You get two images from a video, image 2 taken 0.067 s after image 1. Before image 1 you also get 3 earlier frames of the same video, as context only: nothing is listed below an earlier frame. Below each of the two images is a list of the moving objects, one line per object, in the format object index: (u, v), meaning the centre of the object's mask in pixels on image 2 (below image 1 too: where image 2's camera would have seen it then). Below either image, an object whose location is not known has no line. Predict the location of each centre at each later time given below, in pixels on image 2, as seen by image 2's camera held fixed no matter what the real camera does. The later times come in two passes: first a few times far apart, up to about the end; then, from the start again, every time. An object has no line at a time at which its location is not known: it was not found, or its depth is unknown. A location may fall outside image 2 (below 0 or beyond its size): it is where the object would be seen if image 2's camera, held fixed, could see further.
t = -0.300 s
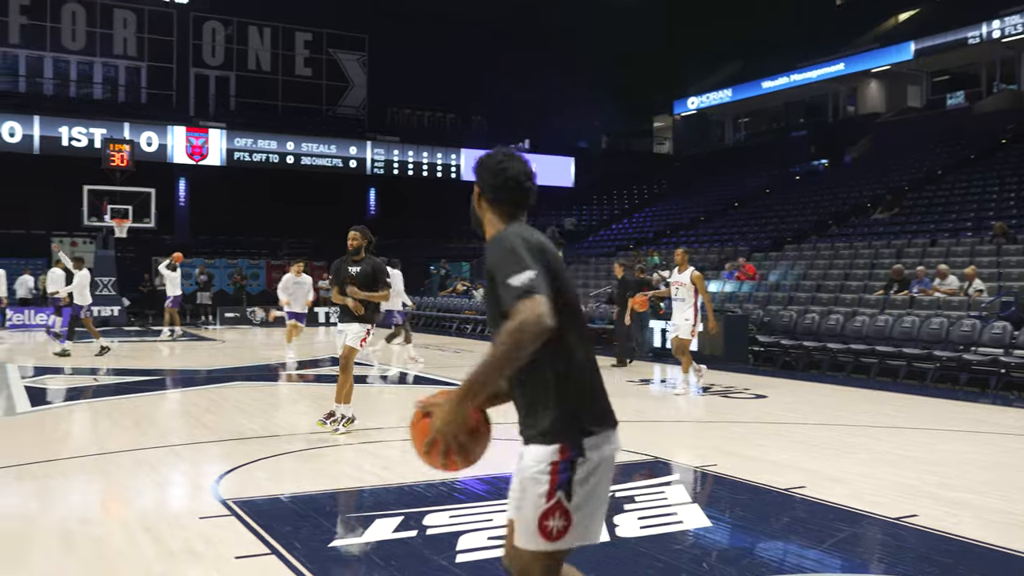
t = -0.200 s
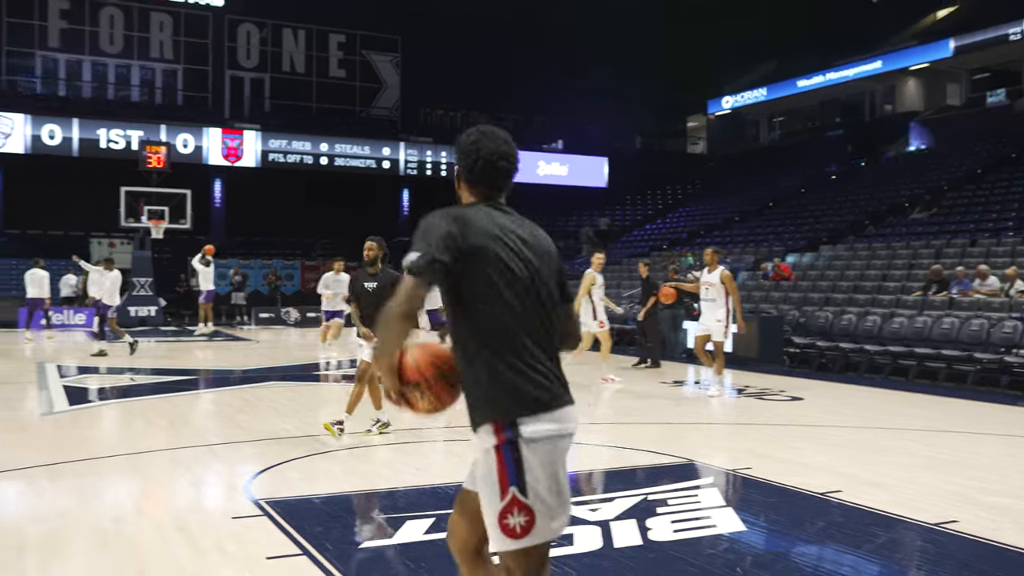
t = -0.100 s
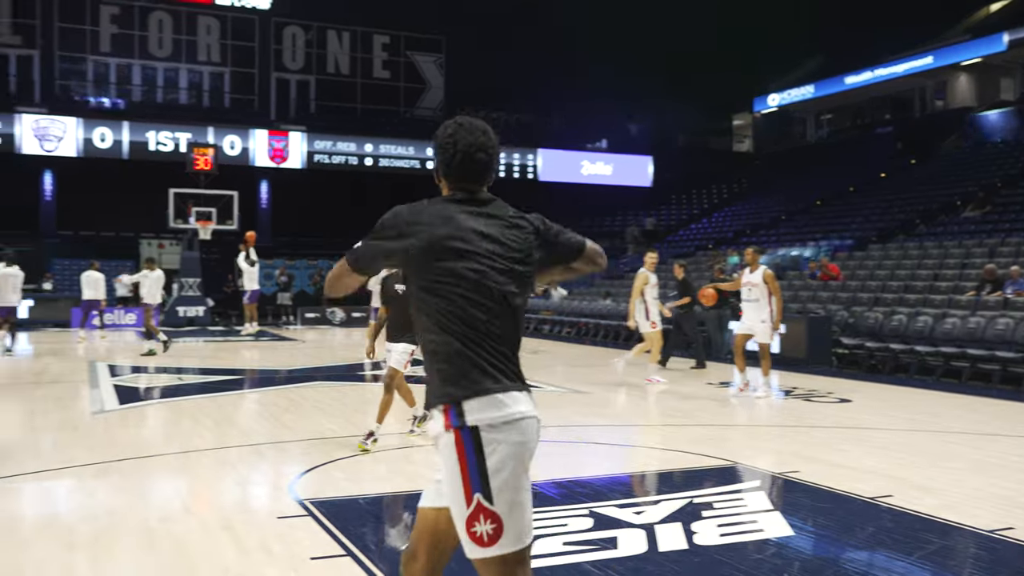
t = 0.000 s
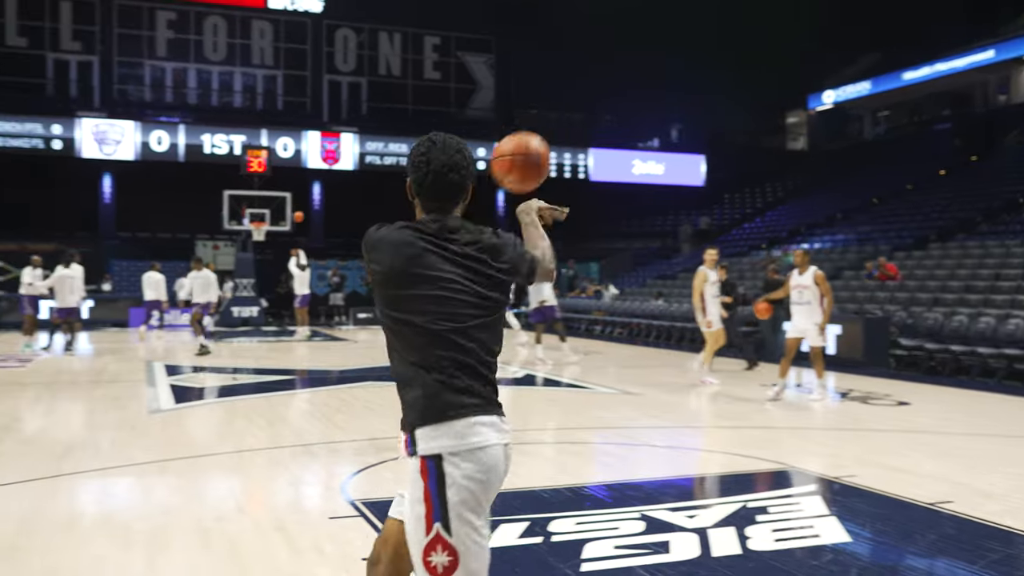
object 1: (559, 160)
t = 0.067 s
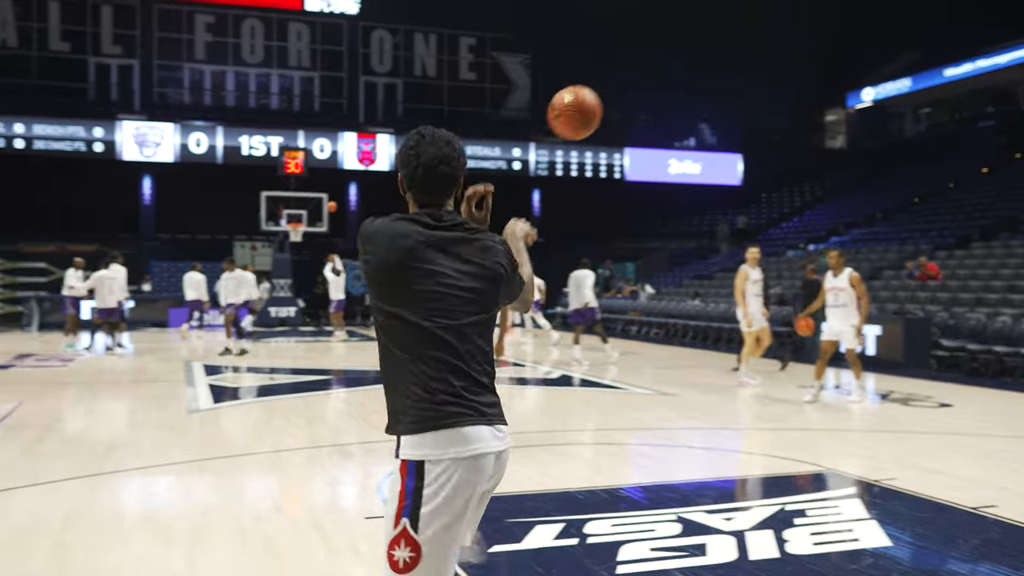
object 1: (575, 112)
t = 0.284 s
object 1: (614, 53)
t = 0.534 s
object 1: (640, 78)
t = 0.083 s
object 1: (578, 103)
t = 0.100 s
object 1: (581, 95)
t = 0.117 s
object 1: (585, 88)
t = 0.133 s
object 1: (588, 81)
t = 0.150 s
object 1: (592, 76)
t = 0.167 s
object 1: (595, 71)
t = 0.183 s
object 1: (599, 66)
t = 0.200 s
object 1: (600, 63)
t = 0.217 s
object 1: (604, 60)
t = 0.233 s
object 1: (606, 57)
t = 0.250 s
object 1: (609, 56)
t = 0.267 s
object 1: (612, 54)
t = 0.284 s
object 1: (614, 53)
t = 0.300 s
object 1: (617, 53)
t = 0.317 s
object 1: (619, 53)
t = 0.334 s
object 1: (621, 53)
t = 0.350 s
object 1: (623, 54)
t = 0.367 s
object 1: (625, 54)
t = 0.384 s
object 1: (627, 55)
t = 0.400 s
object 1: (629, 57)
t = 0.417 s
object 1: (630, 58)
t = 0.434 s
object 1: (632, 60)
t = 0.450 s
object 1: (633, 63)
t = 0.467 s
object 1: (634, 65)
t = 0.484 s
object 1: (635, 68)
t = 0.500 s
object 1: (637, 71)
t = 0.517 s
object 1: (638, 75)
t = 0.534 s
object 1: (640, 78)
